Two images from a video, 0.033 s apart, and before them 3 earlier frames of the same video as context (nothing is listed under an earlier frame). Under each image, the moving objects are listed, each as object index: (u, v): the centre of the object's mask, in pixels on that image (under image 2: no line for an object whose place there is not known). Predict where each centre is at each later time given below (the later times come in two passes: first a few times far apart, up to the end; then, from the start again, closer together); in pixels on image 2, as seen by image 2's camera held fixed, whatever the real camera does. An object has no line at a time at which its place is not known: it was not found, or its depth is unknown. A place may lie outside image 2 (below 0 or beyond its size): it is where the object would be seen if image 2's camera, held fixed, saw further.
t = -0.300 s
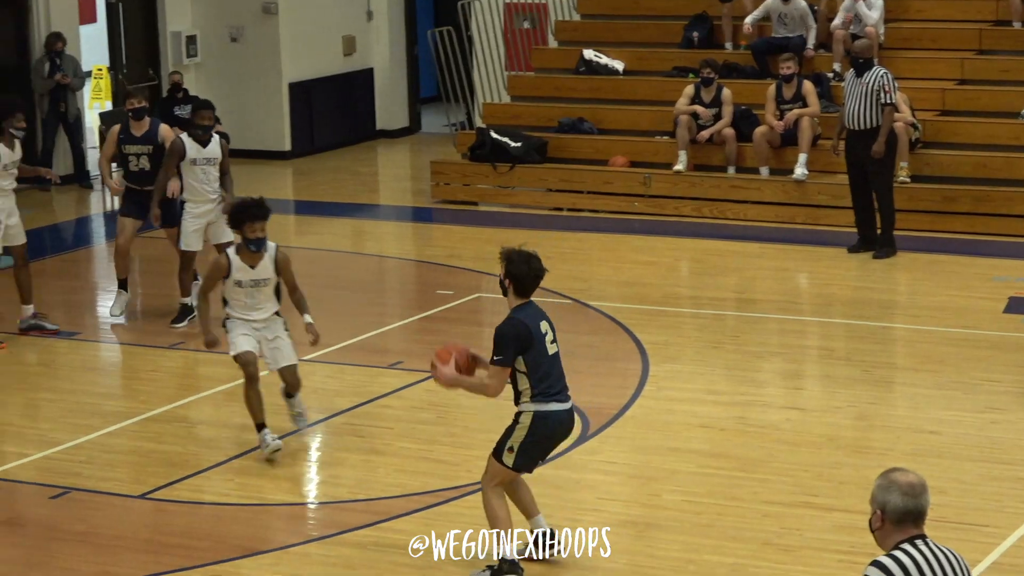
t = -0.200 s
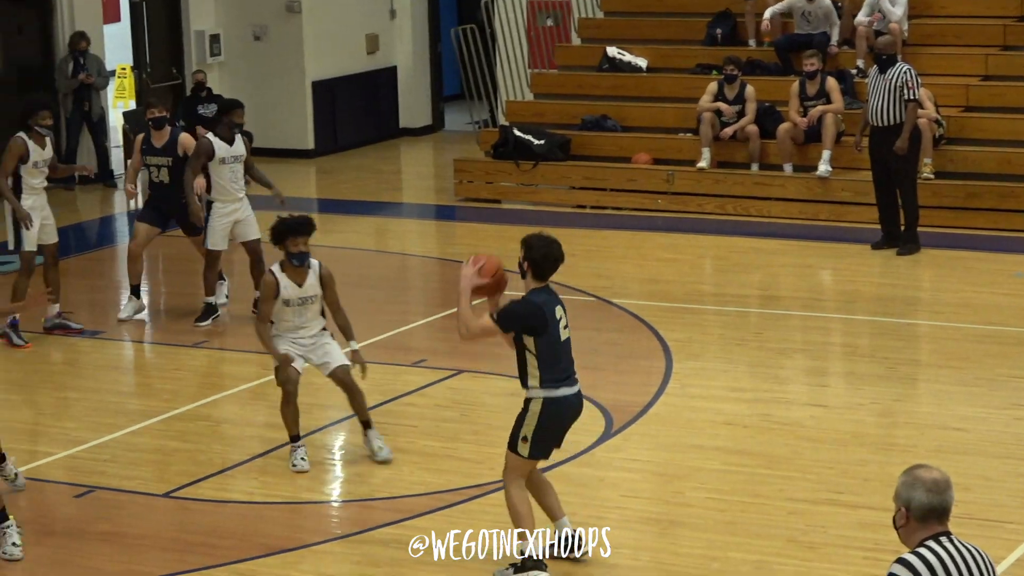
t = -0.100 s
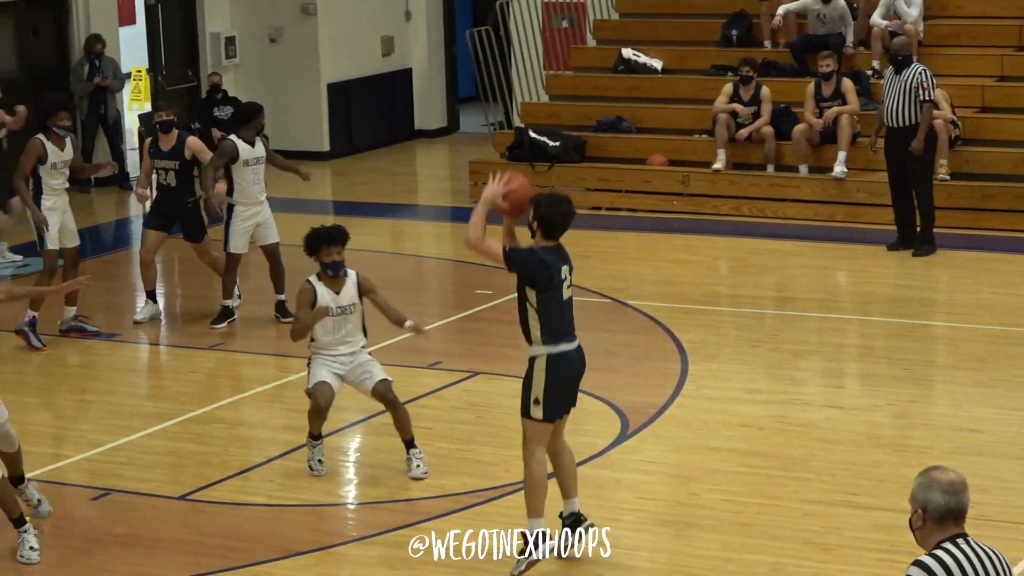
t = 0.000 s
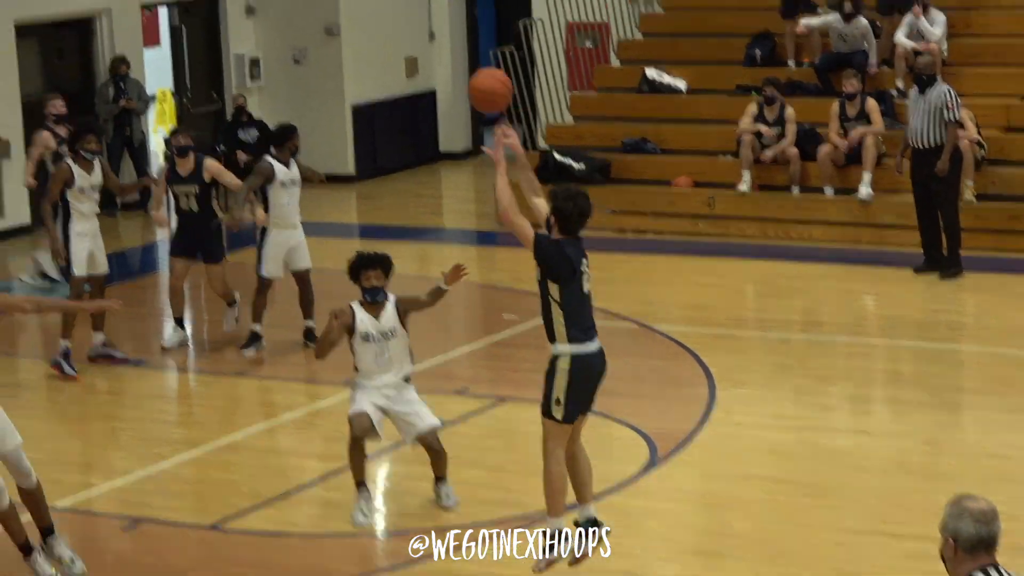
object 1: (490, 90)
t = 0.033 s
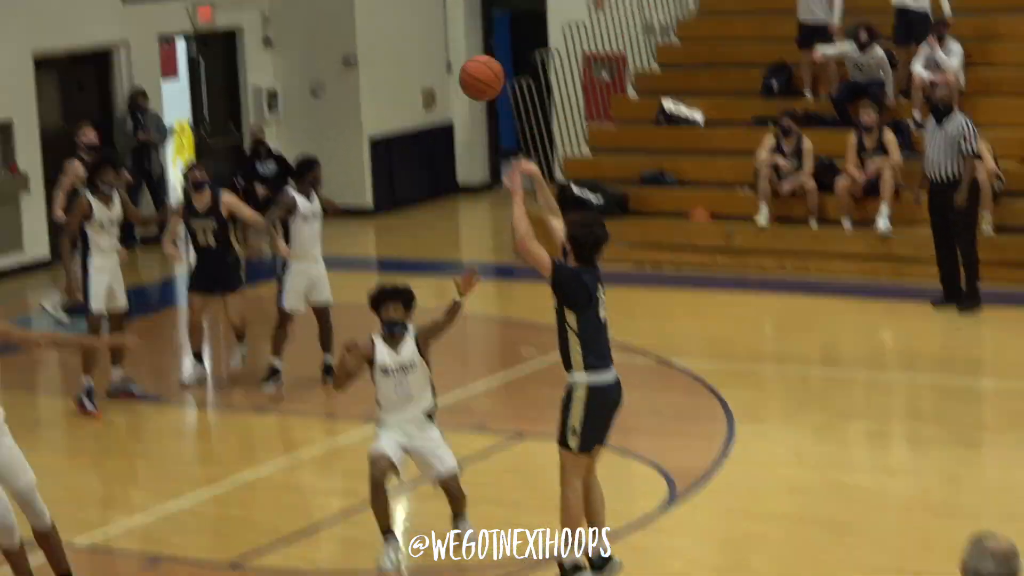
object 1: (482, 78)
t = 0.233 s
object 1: (335, -140)
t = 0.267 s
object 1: (315, -165)
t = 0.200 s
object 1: (355, -111)
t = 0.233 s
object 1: (335, -140)
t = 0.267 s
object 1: (315, -165)
